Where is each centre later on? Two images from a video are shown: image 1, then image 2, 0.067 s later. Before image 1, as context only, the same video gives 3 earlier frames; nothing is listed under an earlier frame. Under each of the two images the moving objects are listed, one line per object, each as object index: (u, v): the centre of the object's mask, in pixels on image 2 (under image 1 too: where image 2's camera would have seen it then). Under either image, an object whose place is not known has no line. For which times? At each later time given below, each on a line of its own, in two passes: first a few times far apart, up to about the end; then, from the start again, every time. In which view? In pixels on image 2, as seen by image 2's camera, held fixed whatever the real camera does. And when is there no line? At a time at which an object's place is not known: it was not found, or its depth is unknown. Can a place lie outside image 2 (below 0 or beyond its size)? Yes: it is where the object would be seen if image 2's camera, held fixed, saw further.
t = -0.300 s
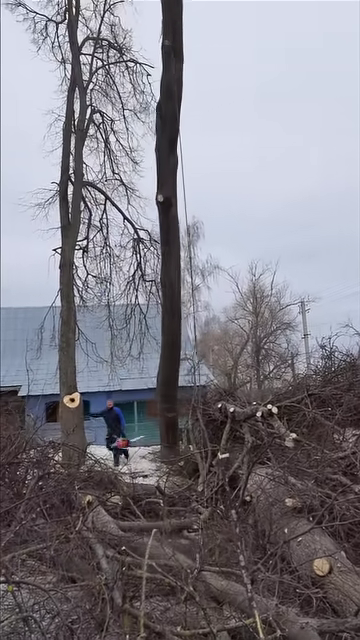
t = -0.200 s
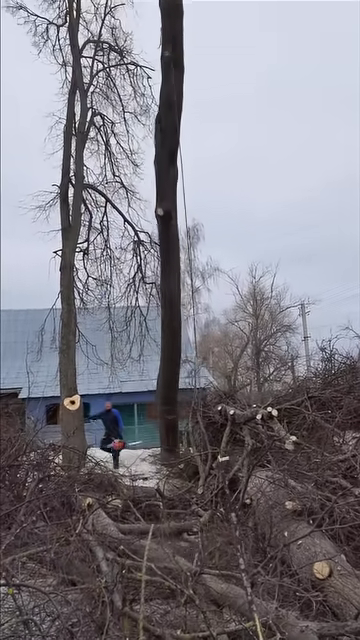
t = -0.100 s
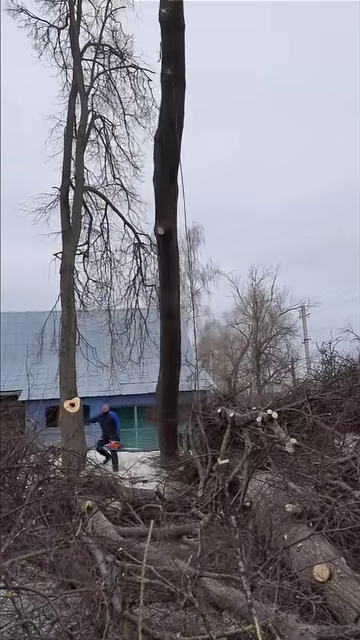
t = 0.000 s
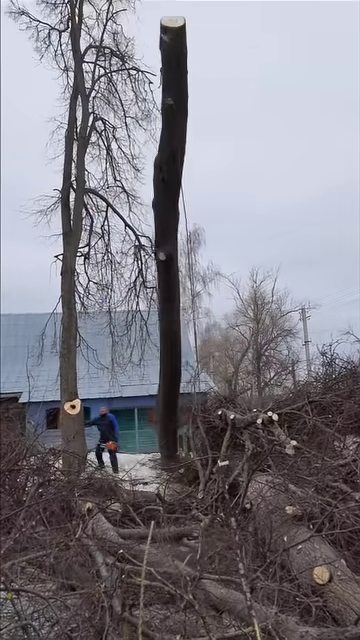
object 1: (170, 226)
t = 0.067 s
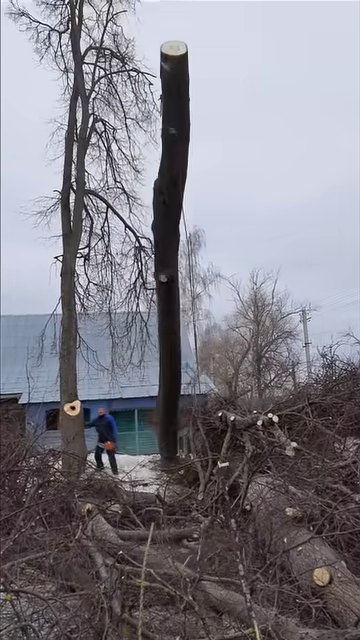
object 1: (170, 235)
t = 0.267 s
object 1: (173, 312)
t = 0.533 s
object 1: (178, 574)
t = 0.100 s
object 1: (171, 243)
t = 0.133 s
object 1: (171, 253)
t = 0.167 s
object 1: (171, 264)
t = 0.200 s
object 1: (172, 279)
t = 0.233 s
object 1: (172, 294)
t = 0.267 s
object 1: (173, 312)
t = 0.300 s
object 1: (174, 333)
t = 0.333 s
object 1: (174, 359)
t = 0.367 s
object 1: (175, 387)
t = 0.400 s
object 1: (176, 418)
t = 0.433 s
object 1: (179, 461)
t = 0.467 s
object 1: (180, 508)
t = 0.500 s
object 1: (181, 557)
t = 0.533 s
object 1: (178, 574)
